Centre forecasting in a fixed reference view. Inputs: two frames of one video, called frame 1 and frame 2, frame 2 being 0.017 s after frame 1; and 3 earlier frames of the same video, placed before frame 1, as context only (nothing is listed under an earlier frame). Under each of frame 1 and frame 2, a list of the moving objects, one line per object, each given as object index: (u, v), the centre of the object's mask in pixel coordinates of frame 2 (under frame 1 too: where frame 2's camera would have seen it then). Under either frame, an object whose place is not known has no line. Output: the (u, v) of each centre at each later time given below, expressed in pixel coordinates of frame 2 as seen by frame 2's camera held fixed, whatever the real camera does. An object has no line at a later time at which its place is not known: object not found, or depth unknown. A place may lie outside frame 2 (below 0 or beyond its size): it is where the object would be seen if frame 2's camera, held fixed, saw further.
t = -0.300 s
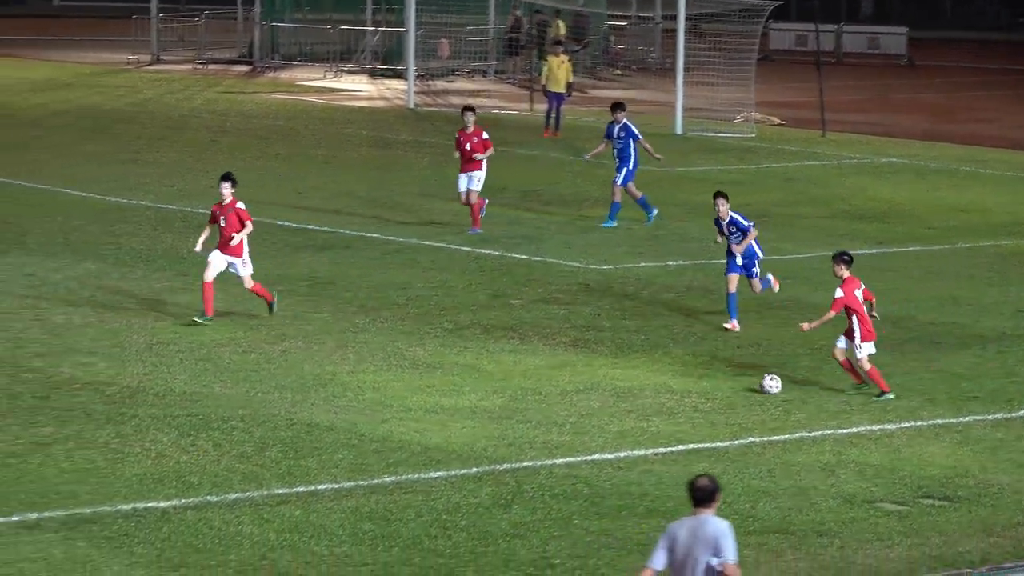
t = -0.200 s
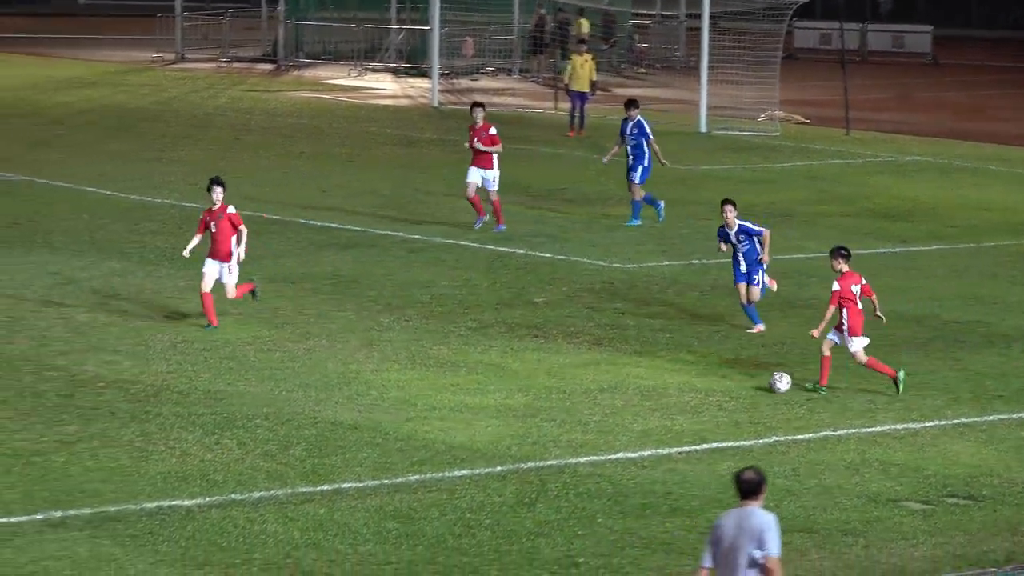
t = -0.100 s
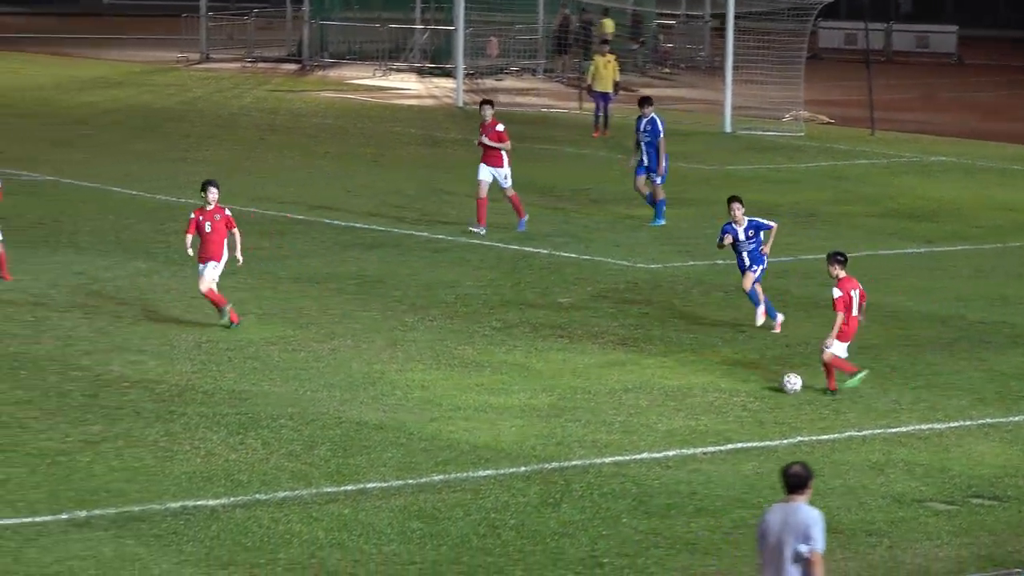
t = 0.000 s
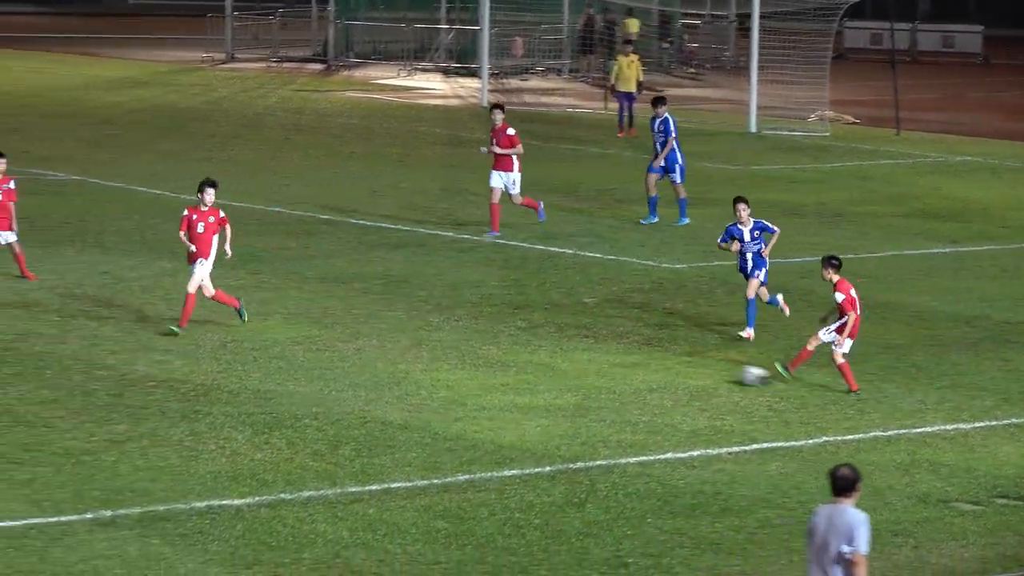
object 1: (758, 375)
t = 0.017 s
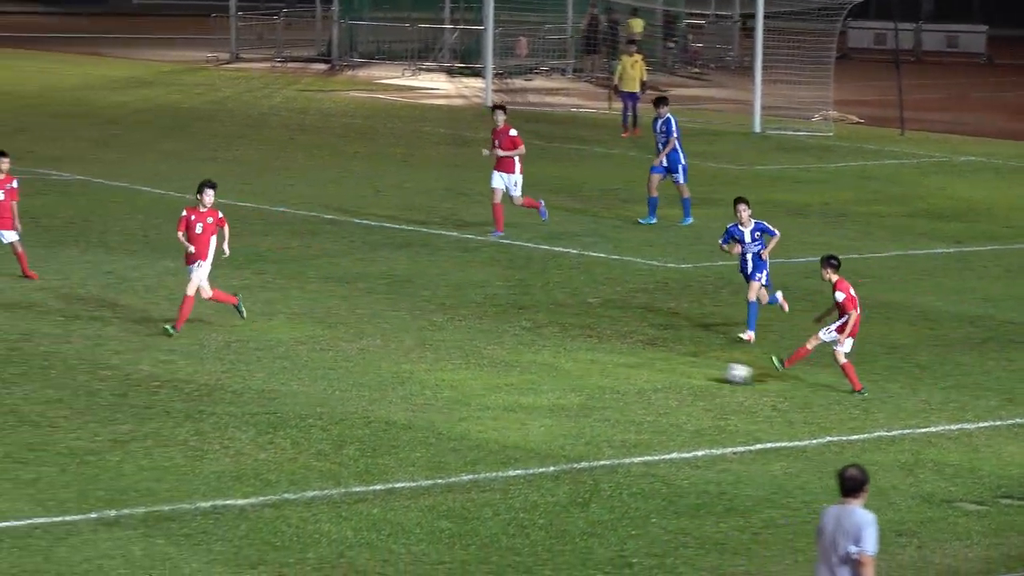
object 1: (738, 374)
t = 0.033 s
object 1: (719, 371)
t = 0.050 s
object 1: (699, 369)
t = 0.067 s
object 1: (679, 367)
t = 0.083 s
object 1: (660, 365)
